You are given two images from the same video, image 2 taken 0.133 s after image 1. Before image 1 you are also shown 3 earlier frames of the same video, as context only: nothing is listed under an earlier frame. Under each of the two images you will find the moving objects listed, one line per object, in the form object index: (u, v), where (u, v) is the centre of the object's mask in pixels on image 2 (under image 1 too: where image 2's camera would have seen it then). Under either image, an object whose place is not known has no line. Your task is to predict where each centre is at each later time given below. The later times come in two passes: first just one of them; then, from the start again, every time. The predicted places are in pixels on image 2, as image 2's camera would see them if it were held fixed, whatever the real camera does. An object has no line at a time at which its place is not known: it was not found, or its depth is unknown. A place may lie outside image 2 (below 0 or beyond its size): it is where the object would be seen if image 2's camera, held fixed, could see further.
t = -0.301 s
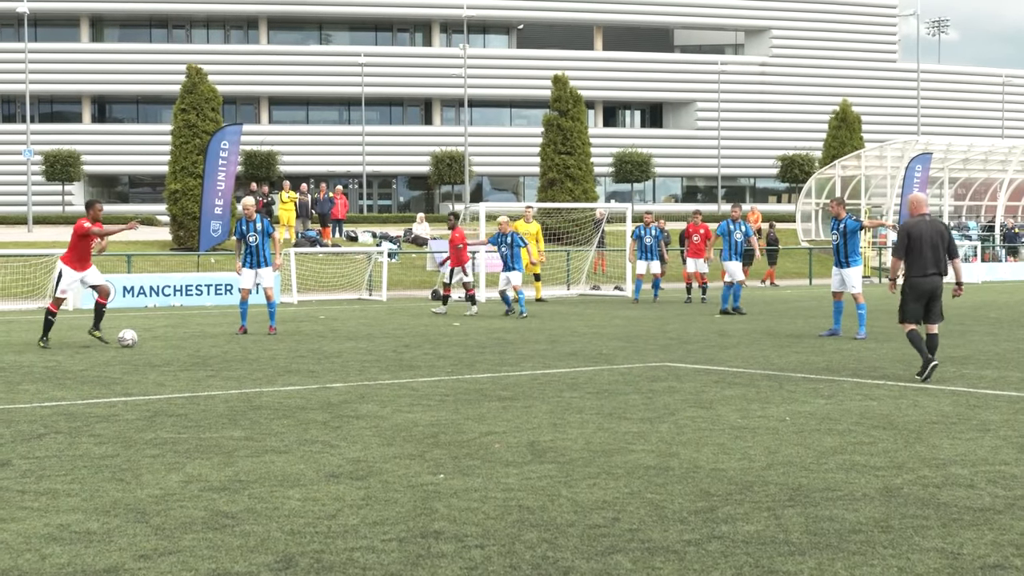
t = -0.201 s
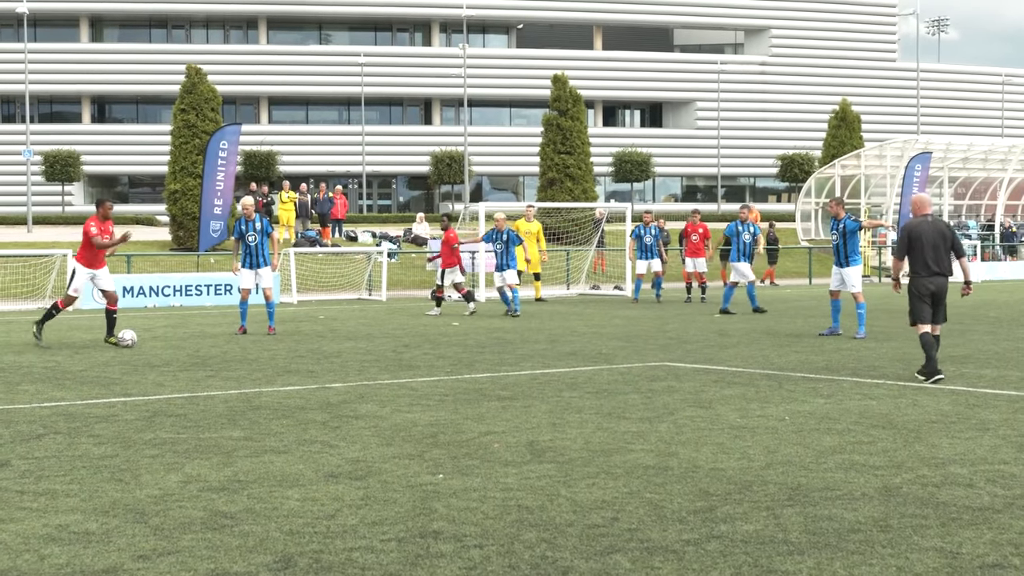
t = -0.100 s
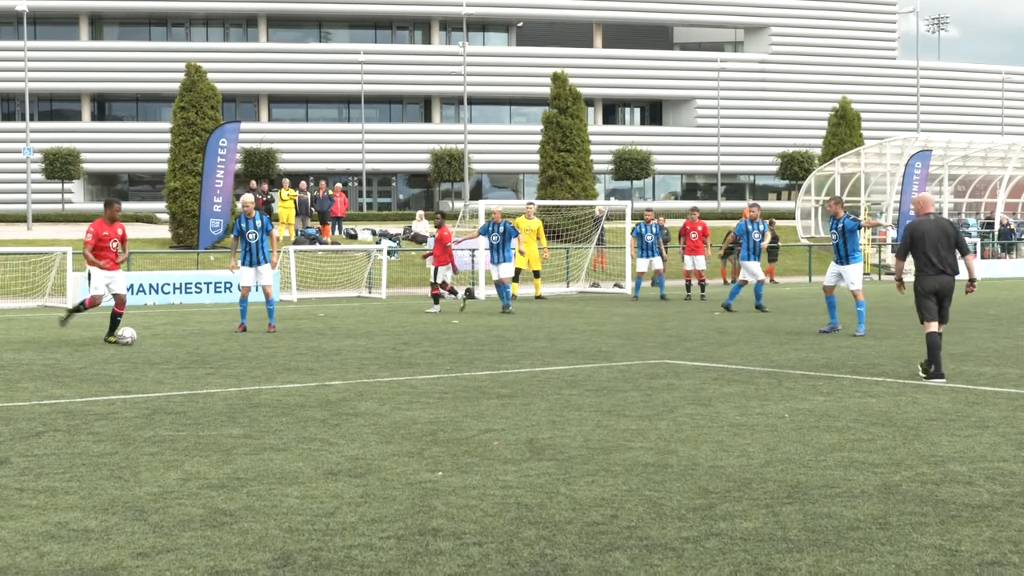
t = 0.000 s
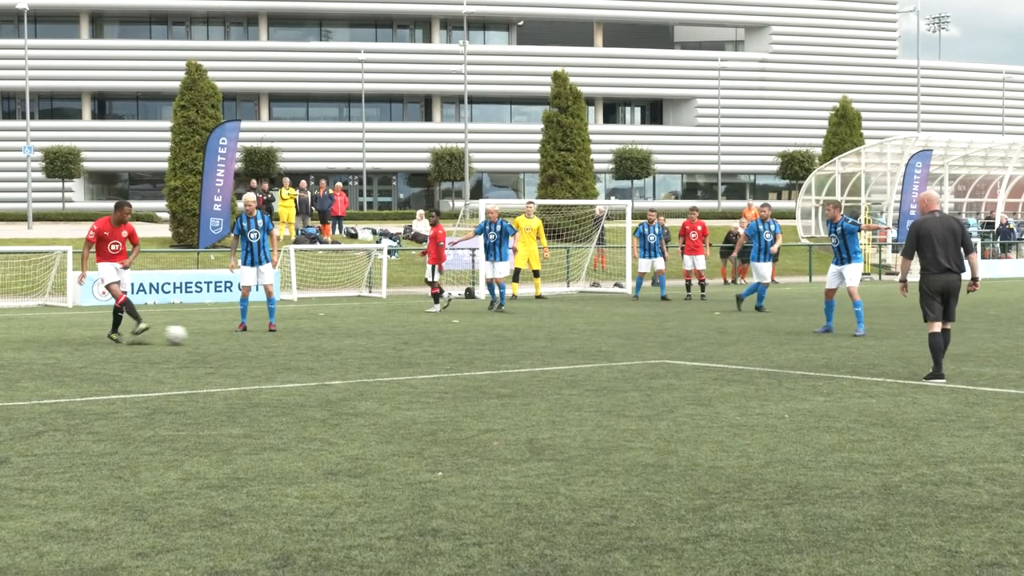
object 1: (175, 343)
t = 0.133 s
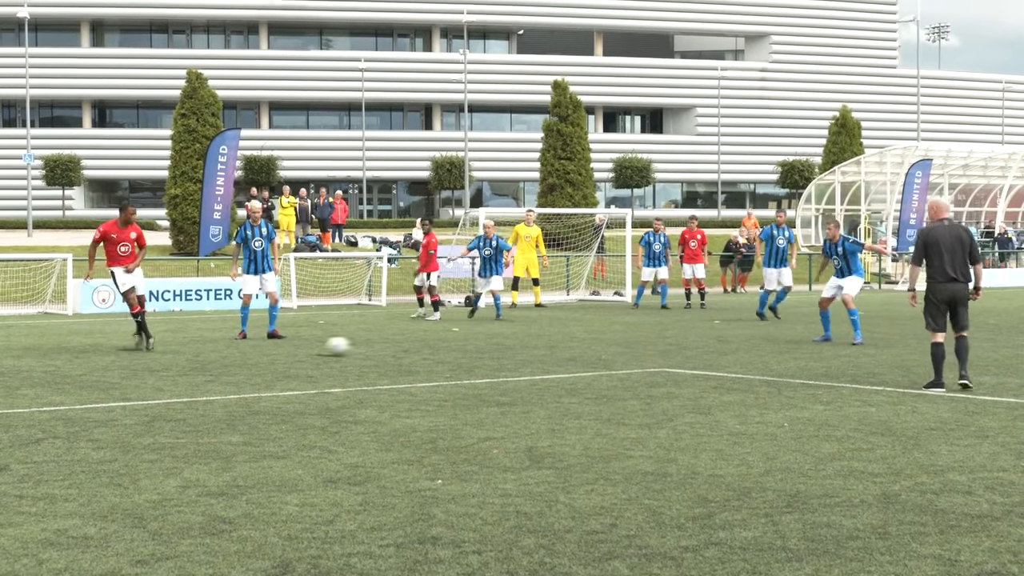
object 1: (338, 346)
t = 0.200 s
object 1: (415, 343)
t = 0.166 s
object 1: (376, 344)
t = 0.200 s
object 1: (415, 343)
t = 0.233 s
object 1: (452, 345)
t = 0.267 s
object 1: (491, 347)
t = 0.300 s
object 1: (529, 349)
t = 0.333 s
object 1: (565, 348)
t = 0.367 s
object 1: (600, 348)
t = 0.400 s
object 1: (635, 349)
